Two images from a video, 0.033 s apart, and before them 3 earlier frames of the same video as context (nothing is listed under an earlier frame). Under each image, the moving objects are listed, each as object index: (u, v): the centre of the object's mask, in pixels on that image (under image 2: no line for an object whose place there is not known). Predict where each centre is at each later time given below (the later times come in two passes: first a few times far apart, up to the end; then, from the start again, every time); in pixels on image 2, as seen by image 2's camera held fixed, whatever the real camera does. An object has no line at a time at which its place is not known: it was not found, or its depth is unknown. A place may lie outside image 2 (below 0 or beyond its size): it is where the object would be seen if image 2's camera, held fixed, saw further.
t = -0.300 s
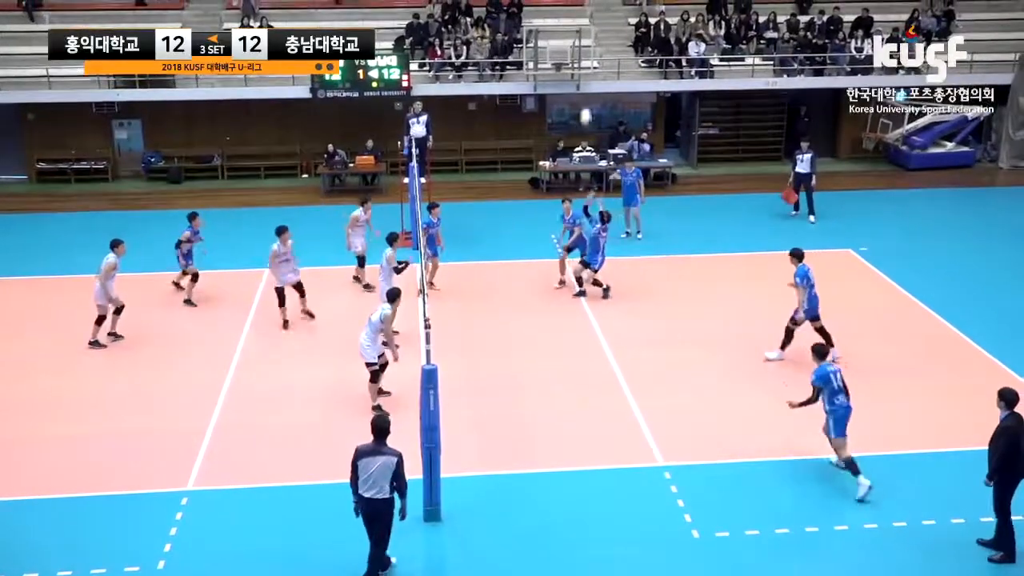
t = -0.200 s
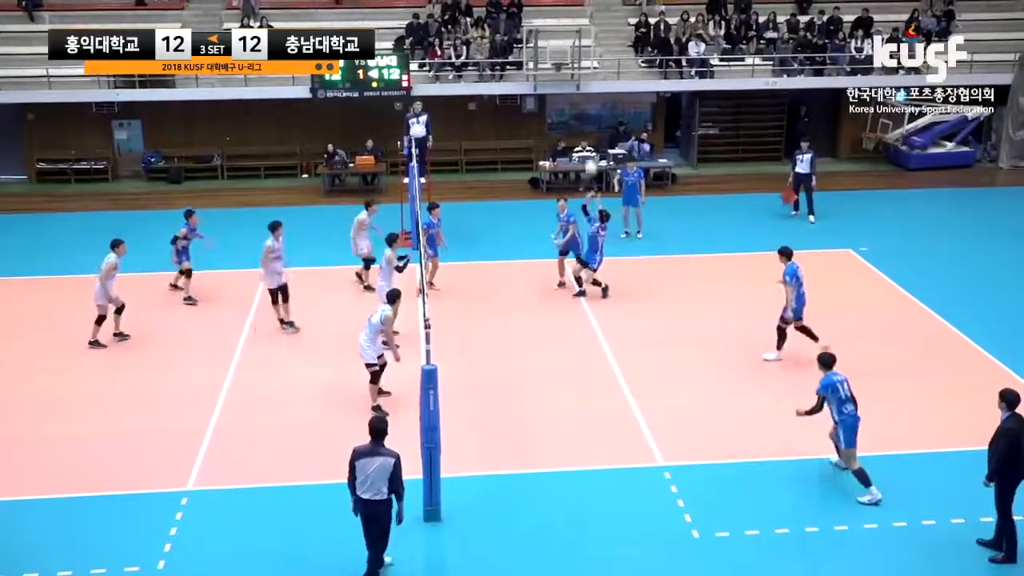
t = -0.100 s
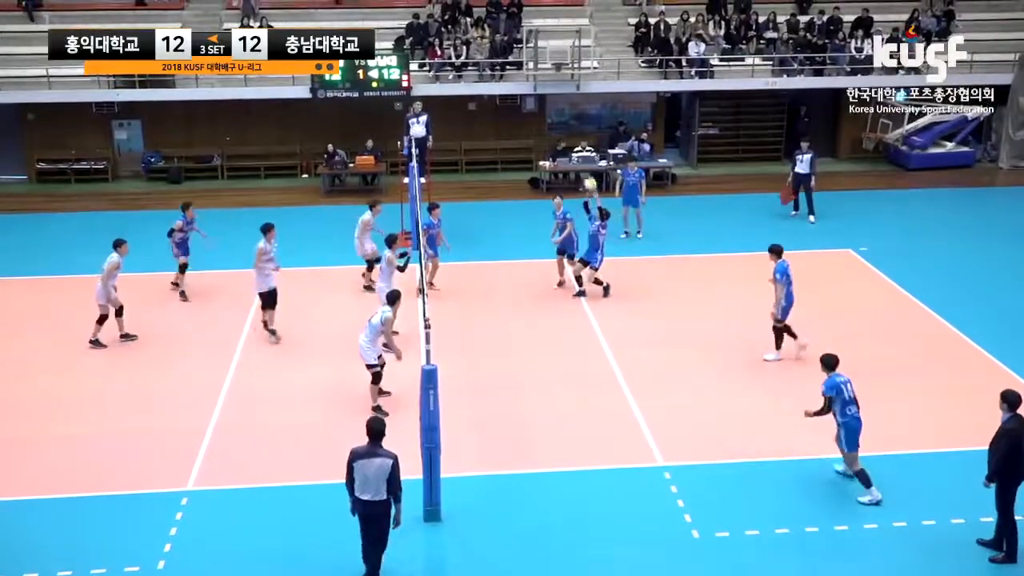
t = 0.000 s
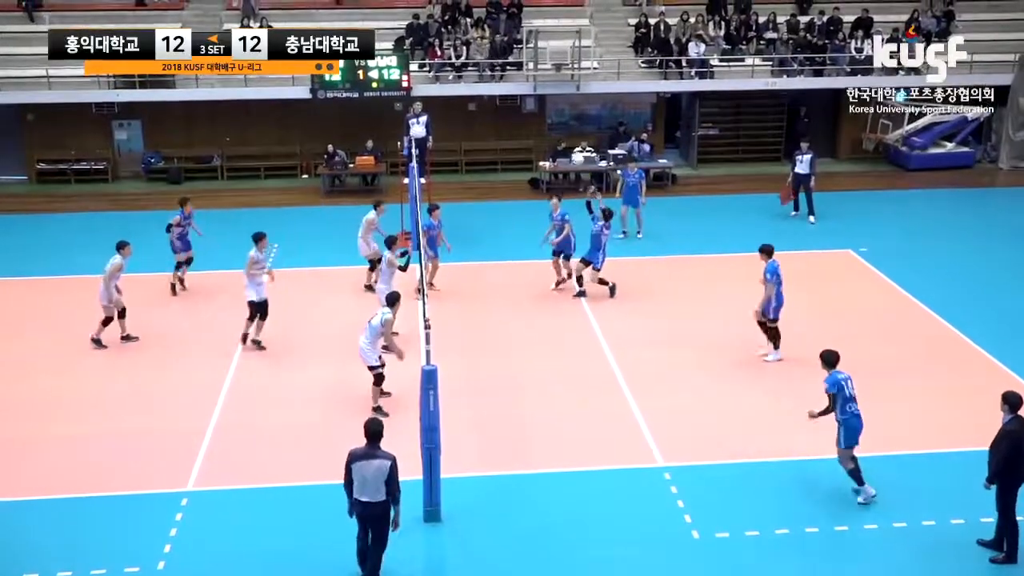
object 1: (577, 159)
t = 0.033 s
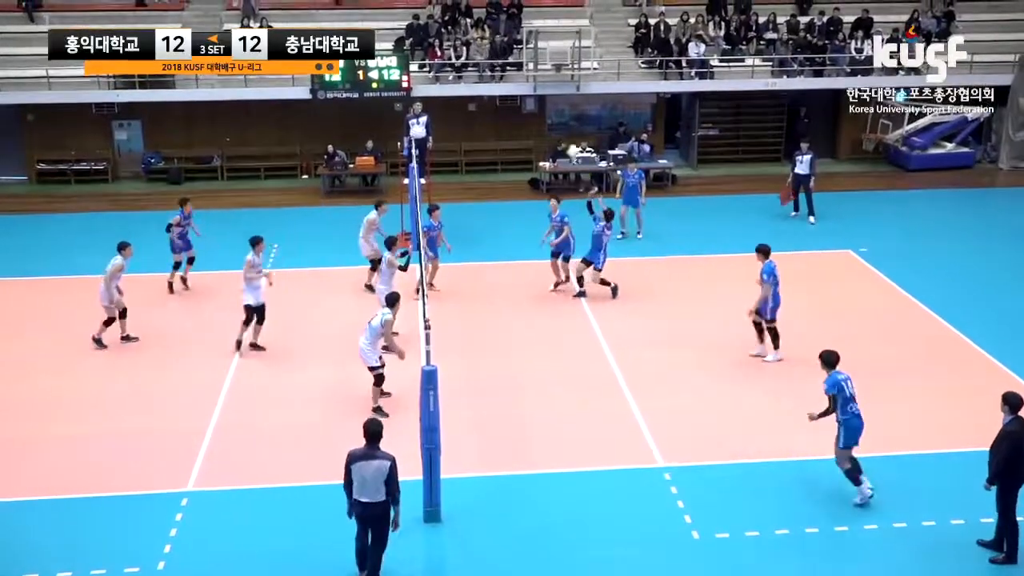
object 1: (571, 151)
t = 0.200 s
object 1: (551, 123)
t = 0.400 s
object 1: (525, 109)
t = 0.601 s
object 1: (498, 117)
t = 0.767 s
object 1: (477, 141)
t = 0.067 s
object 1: (568, 145)
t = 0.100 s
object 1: (564, 139)
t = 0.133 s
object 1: (560, 132)
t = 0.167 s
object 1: (555, 127)
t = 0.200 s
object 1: (551, 123)
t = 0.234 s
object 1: (546, 119)
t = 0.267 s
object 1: (542, 116)
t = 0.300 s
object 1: (538, 112)
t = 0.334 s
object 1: (533, 111)
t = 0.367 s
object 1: (529, 109)
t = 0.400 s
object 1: (525, 109)
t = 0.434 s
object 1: (520, 108)
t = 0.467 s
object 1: (516, 109)
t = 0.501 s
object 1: (511, 110)
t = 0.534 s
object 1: (507, 112)
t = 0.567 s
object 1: (503, 114)
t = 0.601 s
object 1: (498, 117)
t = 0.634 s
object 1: (494, 121)
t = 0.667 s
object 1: (490, 125)
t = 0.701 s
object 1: (486, 130)
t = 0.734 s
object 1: (482, 135)
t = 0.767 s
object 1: (477, 141)
